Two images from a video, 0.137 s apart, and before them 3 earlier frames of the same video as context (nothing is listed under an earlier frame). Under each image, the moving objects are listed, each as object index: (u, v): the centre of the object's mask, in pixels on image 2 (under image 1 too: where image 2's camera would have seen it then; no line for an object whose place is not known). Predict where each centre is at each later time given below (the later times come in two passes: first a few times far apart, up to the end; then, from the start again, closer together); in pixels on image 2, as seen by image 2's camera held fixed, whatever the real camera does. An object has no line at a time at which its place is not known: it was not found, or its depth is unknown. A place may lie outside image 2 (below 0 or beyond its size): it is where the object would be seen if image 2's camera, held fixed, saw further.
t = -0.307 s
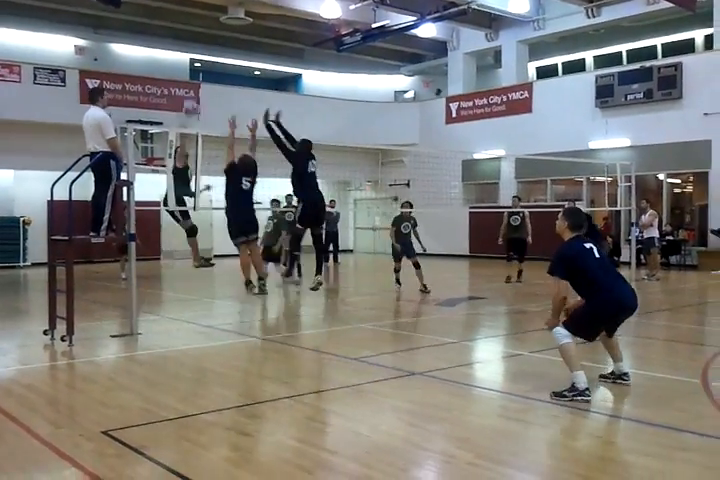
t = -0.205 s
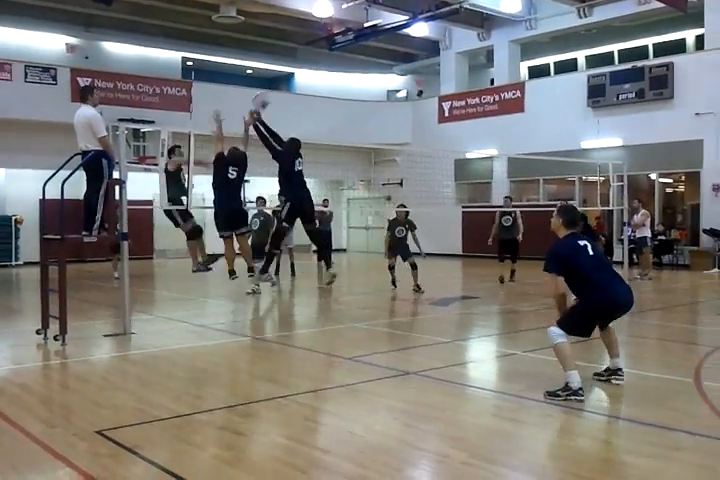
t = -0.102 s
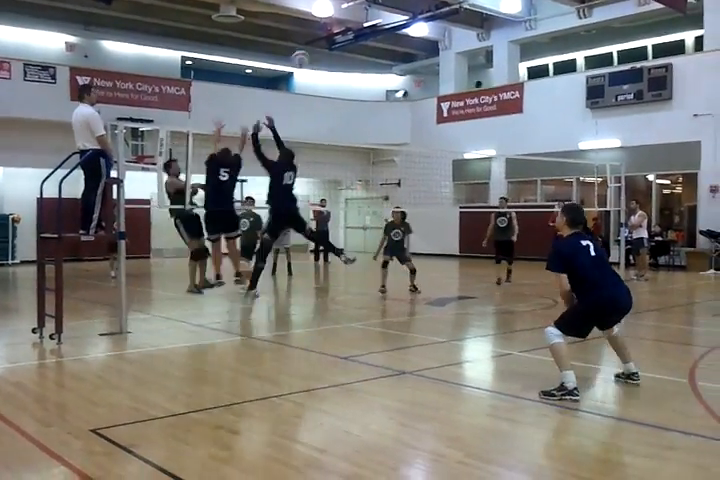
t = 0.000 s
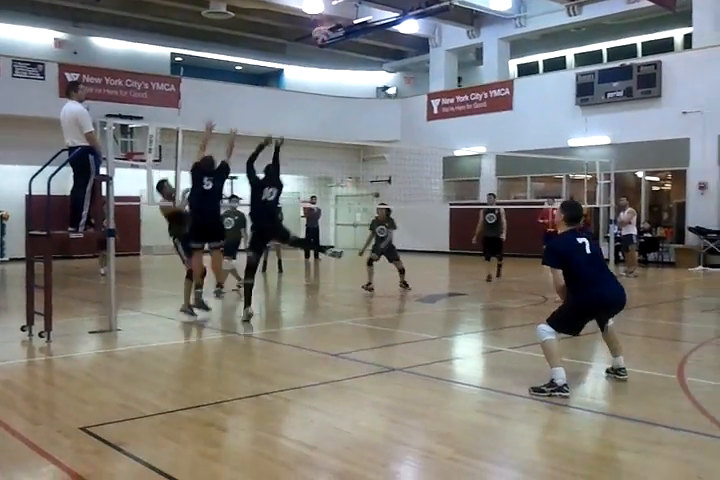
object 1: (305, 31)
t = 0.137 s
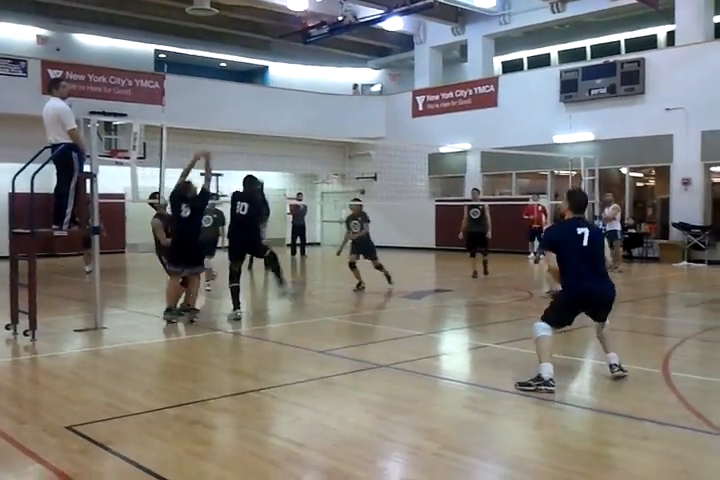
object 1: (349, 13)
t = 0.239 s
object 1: (383, 10)
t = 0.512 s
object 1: (489, 60)
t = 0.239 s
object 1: (383, 10)
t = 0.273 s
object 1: (395, 11)
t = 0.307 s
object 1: (406, 15)
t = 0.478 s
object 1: (478, 49)
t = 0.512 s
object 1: (489, 60)
